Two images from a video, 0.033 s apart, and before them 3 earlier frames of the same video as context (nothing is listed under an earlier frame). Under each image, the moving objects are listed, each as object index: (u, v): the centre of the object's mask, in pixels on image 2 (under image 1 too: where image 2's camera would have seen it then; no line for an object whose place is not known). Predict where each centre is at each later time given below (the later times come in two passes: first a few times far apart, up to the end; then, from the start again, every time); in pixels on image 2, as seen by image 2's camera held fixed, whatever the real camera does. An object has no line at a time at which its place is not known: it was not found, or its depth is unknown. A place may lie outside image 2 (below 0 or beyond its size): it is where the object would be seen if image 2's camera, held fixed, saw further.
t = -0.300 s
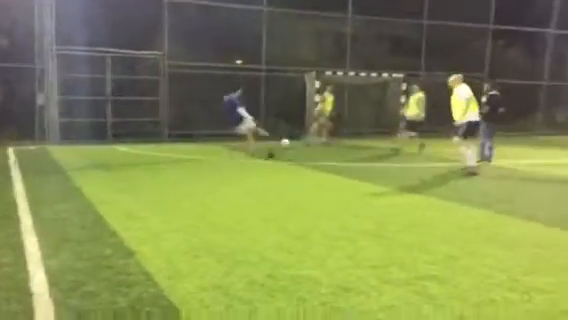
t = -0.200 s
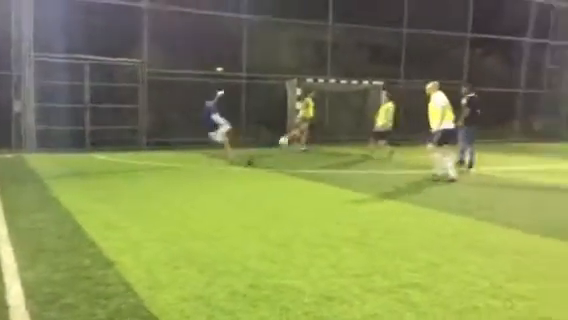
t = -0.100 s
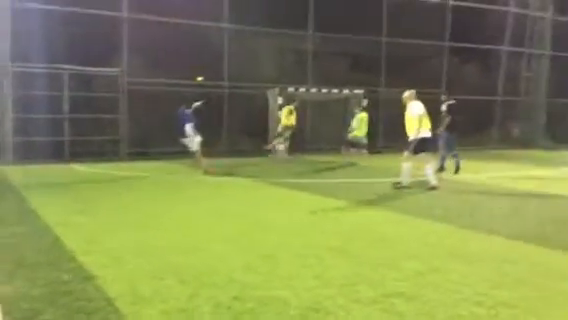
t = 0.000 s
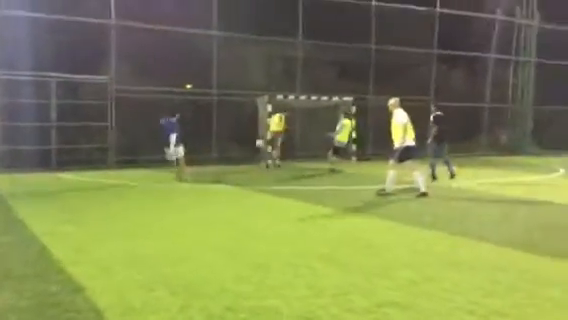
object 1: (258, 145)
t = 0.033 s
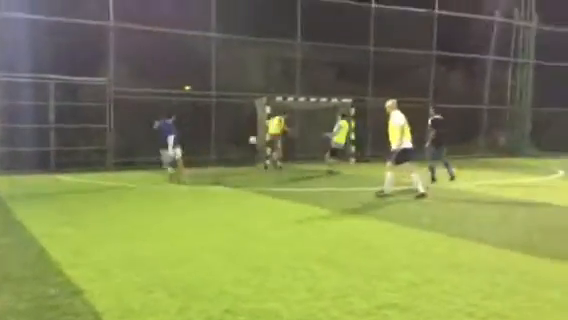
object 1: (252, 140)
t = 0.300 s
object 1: (208, 116)
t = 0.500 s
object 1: (169, 116)
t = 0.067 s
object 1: (247, 135)
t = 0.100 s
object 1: (242, 132)
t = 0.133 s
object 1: (236, 128)
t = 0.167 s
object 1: (231, 125)
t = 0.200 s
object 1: (225, 122)
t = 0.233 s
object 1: (220, 120)
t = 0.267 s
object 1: (213, 118)
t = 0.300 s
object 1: (208, 116)
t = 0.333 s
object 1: (201, 115)
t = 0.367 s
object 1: (195, 114)
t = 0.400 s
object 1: (189, 114)
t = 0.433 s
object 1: (182, 114)
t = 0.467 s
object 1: (176, 114)
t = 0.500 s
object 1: (169, 116)
